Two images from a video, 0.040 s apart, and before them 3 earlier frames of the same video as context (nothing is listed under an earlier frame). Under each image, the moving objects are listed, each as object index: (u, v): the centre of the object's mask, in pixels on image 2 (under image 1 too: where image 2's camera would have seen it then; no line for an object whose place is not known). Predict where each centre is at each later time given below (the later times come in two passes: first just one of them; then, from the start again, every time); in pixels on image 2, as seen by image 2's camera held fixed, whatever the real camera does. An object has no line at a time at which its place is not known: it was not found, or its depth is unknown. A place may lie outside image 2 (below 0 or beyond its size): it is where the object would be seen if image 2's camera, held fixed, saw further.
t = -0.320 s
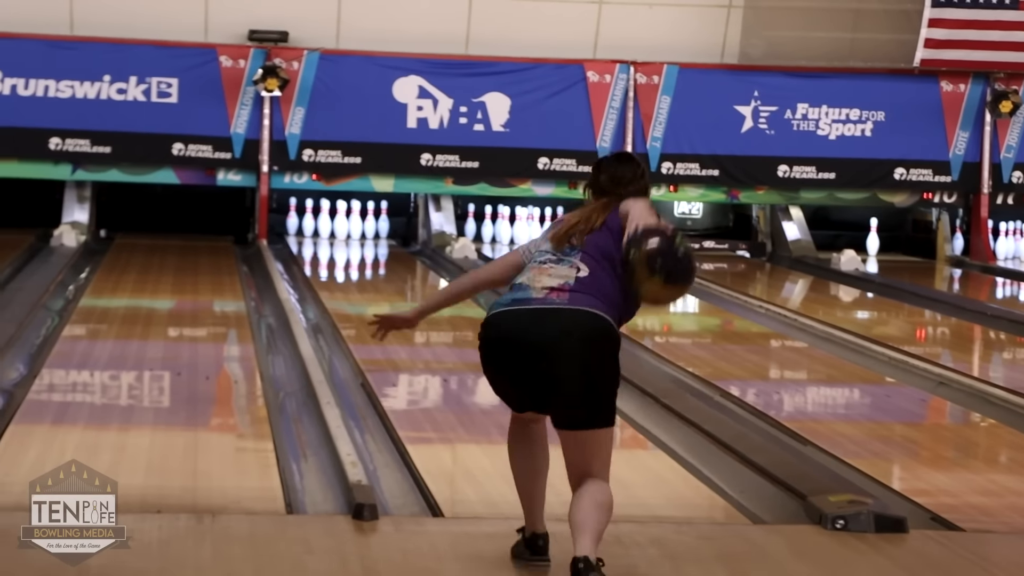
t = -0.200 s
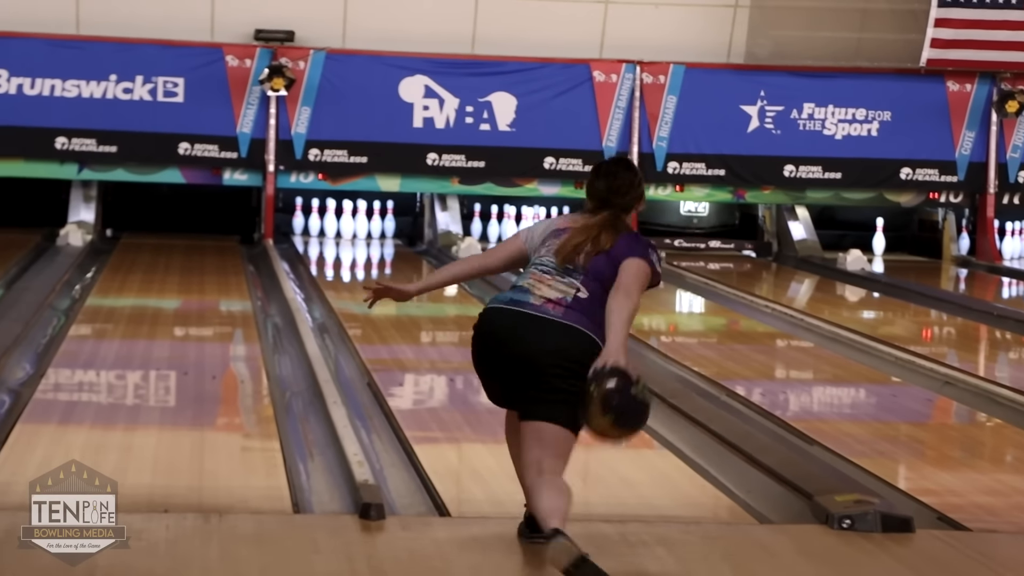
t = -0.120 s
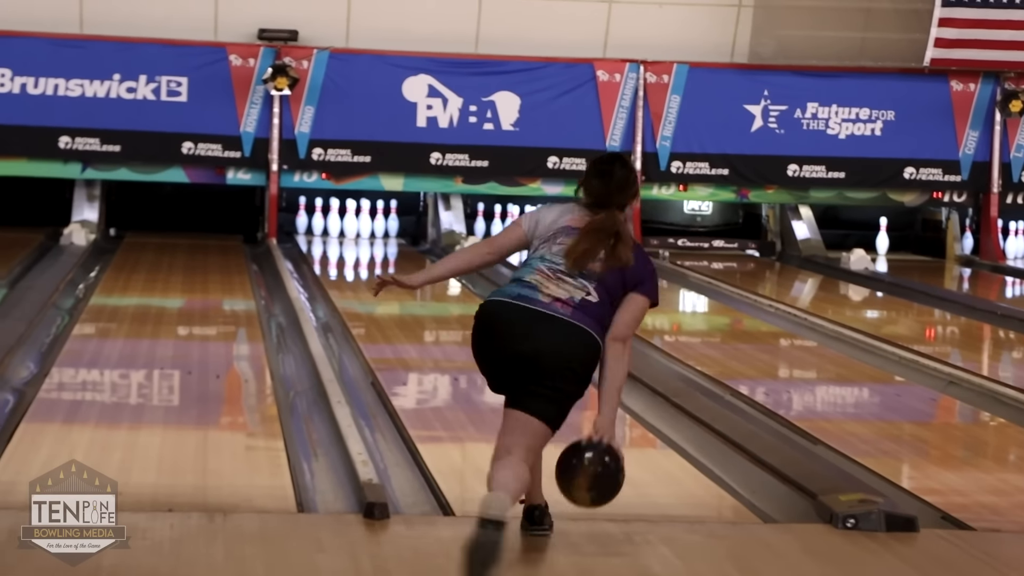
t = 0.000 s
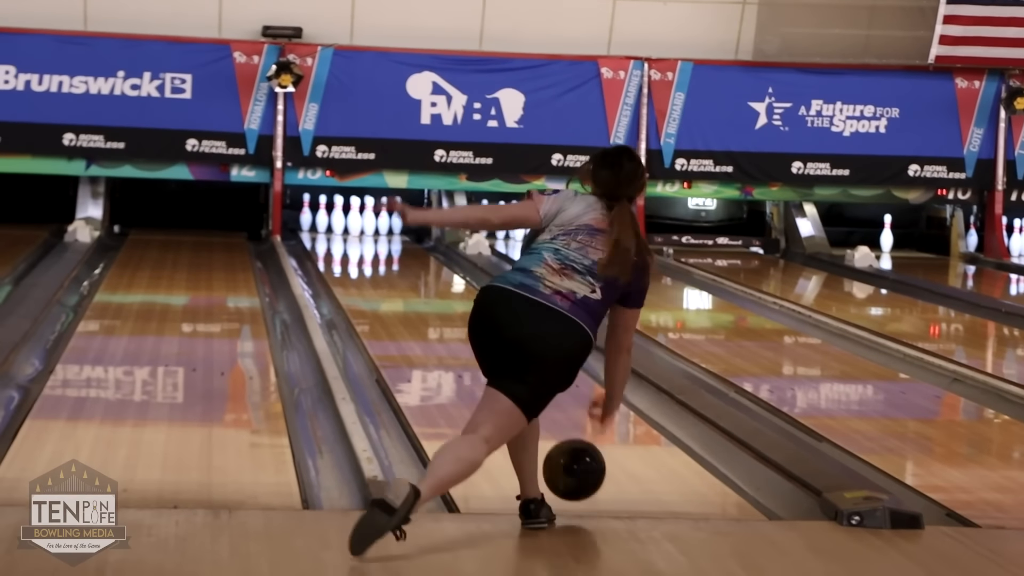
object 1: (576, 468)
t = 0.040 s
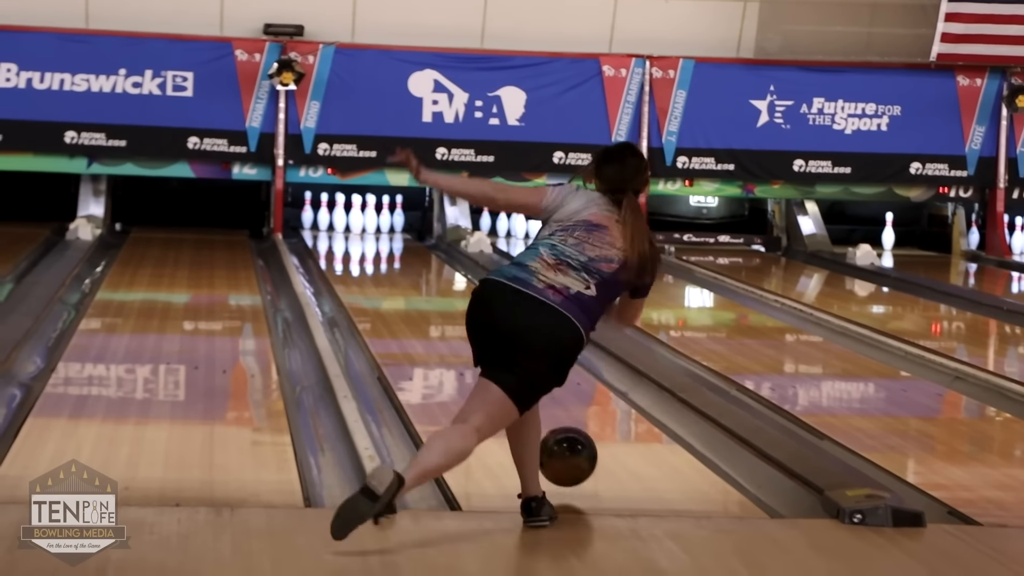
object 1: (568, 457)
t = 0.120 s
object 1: (561, 443)
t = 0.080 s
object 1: (564, 453)
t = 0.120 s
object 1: (561, 443)
